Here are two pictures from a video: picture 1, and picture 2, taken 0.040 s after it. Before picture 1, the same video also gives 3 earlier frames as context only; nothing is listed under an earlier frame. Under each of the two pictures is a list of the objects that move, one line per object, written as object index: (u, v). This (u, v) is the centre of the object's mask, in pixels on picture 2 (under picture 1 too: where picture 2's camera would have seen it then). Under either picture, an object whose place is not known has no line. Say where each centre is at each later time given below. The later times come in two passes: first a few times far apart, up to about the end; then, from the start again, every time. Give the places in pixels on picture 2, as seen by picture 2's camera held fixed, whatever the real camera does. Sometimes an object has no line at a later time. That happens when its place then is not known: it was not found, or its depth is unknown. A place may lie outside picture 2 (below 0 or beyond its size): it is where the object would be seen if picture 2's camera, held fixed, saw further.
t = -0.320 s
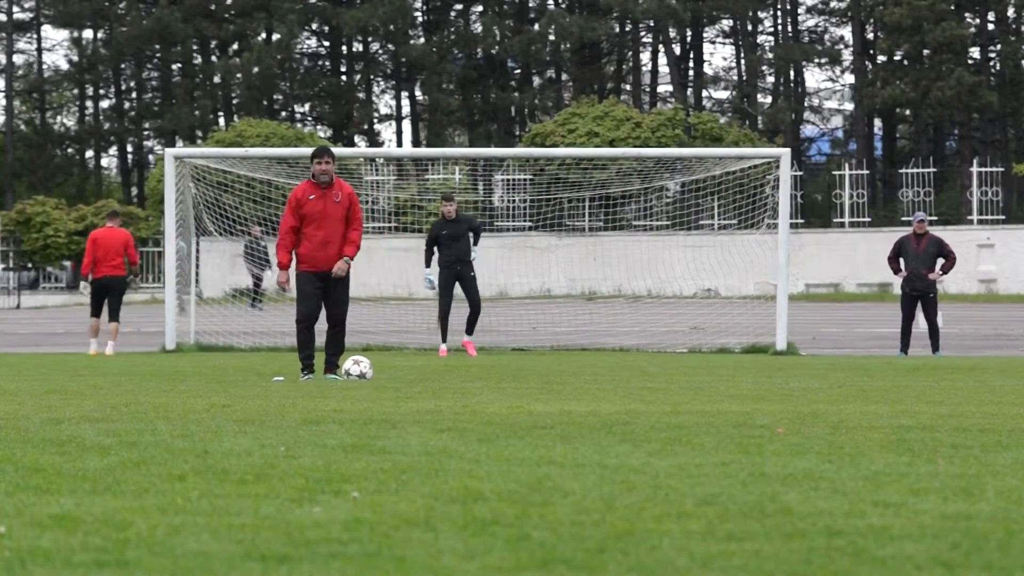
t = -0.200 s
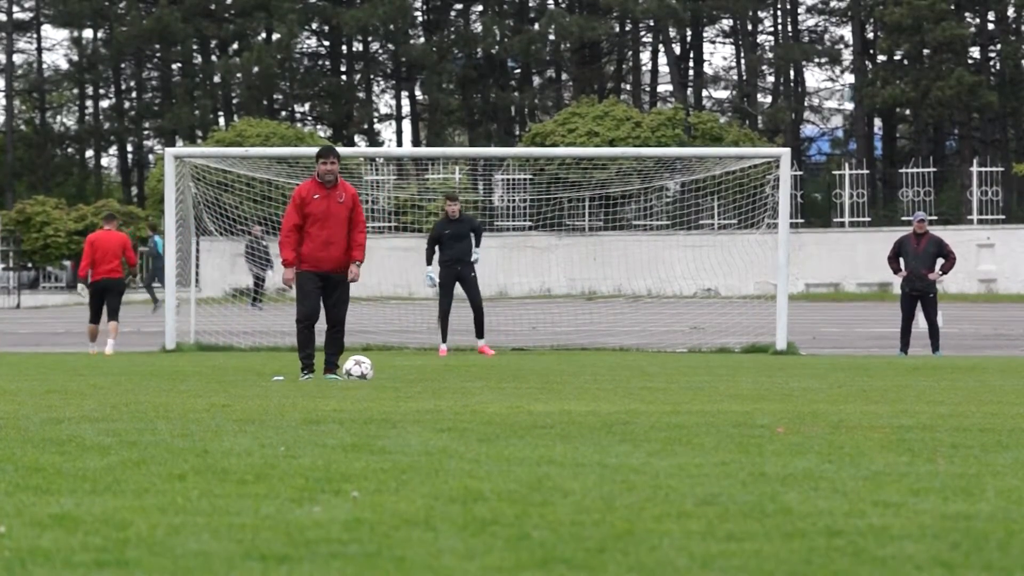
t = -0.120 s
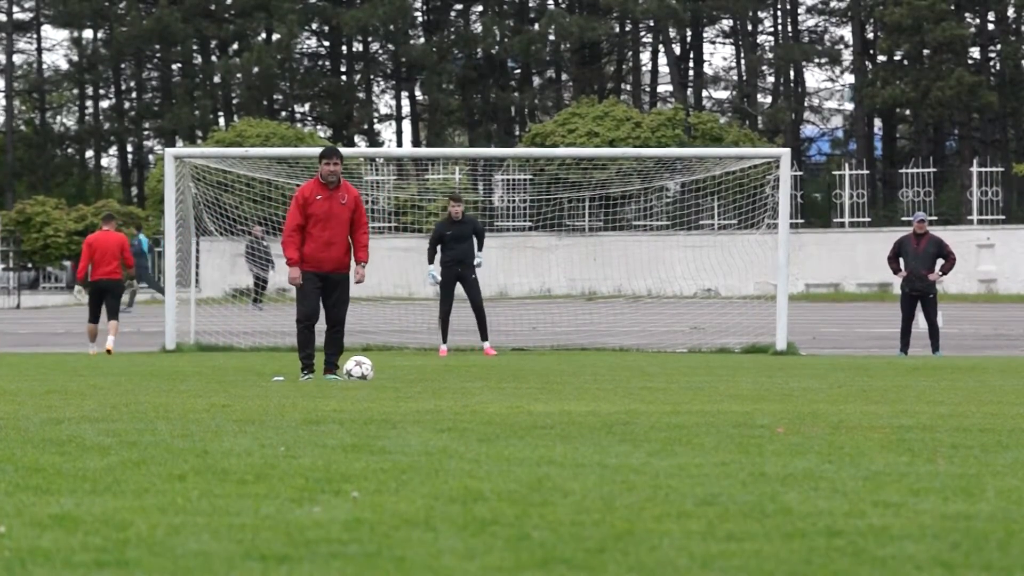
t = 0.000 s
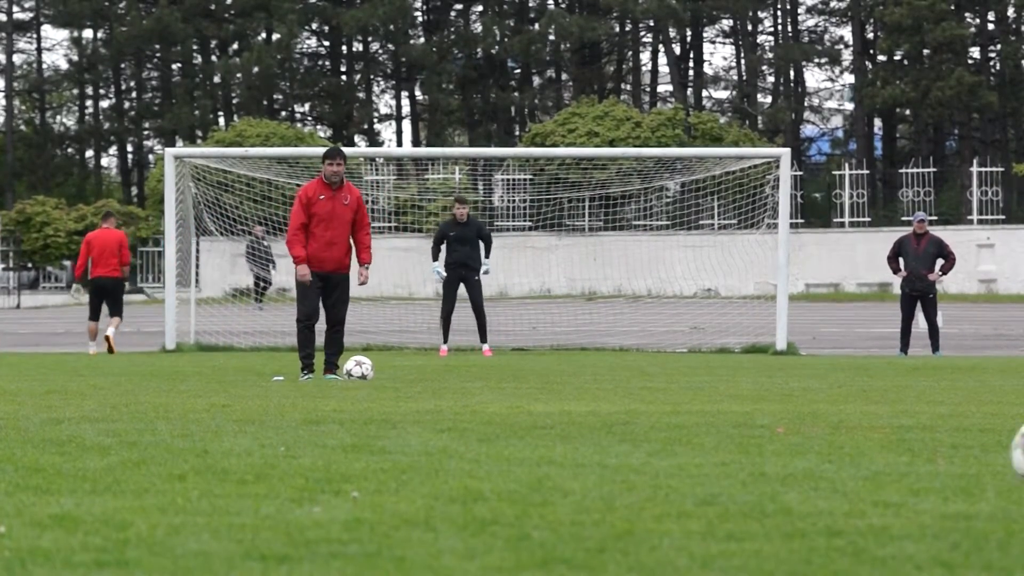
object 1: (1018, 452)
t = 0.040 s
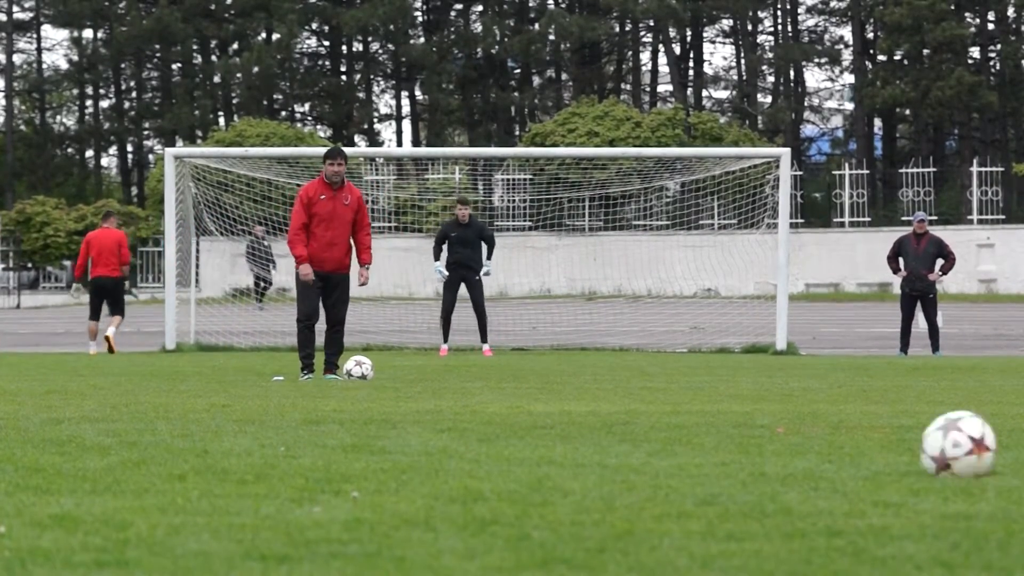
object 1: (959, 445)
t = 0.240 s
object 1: (625, 421)
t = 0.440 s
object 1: (423, 405)
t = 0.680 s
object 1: (267, 396)
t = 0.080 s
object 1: (878, 438)
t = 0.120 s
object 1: (806, 431)
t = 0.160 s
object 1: (740, 426)
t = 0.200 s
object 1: (679, 424)
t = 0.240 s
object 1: (625, 421)
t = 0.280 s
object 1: (578, 416)
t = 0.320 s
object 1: (535, 410)
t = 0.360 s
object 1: (495, 408)
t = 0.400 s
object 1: (457, 408)
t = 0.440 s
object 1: (423, 405)
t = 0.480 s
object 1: (392, 401)
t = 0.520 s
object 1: (363, 399)
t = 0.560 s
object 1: (336, 398)
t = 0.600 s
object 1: (312, 397)
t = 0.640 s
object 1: (288, 397)
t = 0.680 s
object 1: (267, 396)
